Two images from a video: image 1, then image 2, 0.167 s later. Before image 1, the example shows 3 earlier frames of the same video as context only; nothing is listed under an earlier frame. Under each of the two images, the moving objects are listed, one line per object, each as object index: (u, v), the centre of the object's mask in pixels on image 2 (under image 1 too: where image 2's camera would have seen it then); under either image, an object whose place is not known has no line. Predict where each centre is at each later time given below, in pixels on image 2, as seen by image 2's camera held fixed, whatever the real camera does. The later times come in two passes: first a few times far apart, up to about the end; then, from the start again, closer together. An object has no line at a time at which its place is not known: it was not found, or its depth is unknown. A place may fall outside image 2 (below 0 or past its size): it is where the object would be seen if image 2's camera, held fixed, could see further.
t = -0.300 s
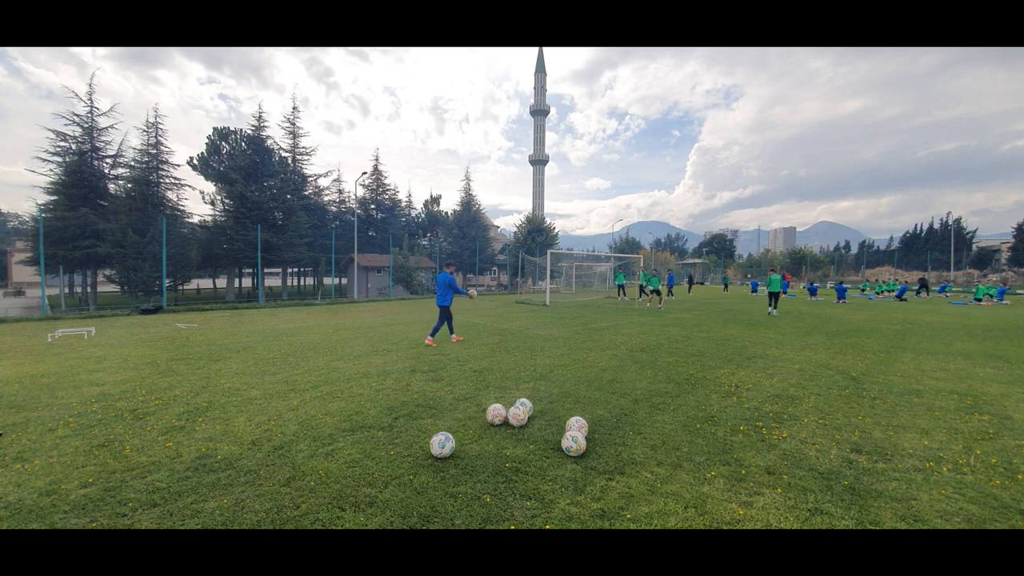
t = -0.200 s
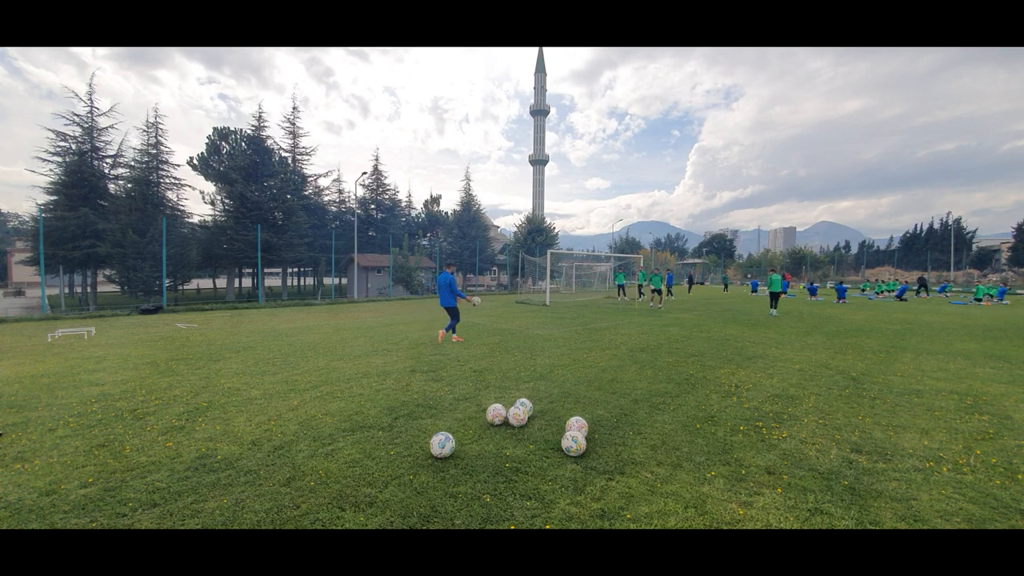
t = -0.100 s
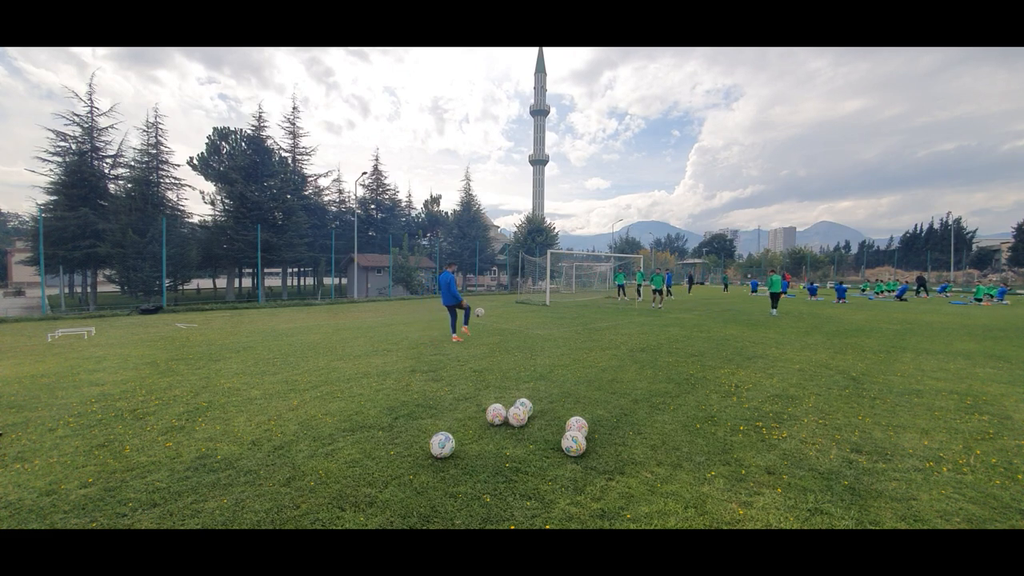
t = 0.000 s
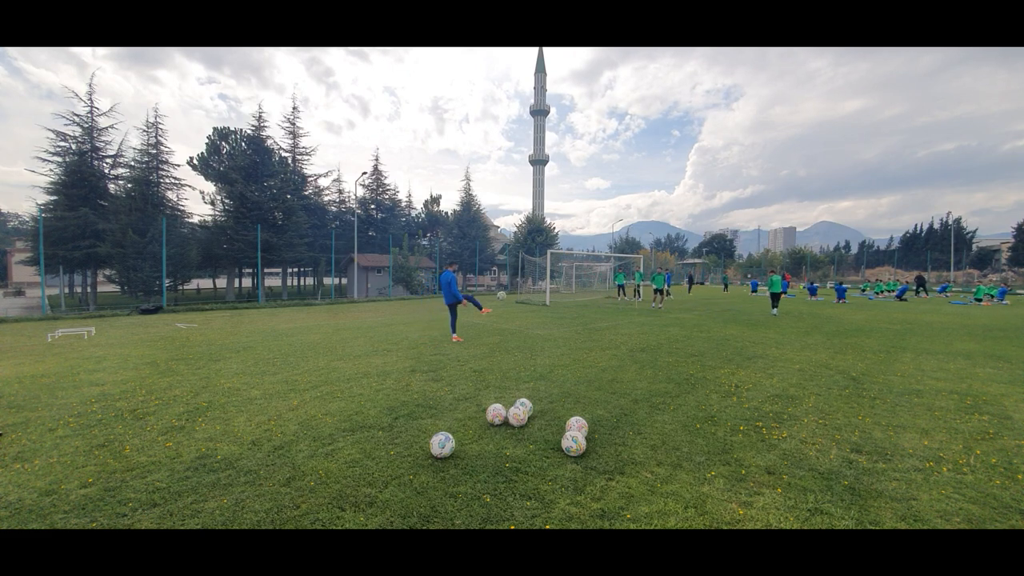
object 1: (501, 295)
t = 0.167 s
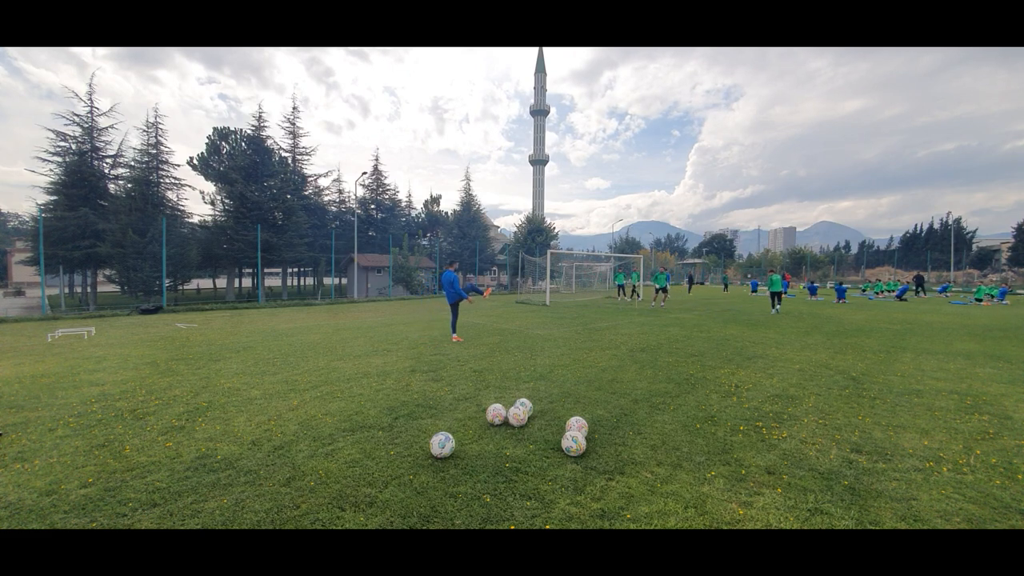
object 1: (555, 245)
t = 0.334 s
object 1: (596, 213)
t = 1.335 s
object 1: (738, 231)
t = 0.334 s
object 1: (596, 213)
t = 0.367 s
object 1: (603, 208)
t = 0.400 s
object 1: (610, 204)
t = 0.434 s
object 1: (617, 200)
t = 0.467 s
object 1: (624, 197)
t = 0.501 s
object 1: (630, 195)
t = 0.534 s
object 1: (636, 192)
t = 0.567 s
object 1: (642, 191)
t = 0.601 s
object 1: (648, 189)
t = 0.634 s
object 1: (653, 188)
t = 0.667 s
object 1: (659, 188)
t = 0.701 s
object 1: (664, 187)
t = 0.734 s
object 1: (669, 188)
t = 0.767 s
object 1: (673, 188)
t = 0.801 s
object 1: (678, 188)
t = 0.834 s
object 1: (683, 189)
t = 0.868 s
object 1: (687, 190)
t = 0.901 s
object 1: (691, 192)
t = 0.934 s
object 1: (695, 194)
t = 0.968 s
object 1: (699, 196)
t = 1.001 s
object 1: (703, 198)
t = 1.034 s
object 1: (706, 200)
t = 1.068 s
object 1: (710, 203)
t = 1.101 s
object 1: (713, 206)
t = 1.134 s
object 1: (716, 209)
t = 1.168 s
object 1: (719, 212)
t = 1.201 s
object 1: (723, 215)
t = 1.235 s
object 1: (726, 219)
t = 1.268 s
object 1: (728, 223)
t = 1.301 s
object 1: (731, 226)
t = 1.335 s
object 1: (738, 231)
